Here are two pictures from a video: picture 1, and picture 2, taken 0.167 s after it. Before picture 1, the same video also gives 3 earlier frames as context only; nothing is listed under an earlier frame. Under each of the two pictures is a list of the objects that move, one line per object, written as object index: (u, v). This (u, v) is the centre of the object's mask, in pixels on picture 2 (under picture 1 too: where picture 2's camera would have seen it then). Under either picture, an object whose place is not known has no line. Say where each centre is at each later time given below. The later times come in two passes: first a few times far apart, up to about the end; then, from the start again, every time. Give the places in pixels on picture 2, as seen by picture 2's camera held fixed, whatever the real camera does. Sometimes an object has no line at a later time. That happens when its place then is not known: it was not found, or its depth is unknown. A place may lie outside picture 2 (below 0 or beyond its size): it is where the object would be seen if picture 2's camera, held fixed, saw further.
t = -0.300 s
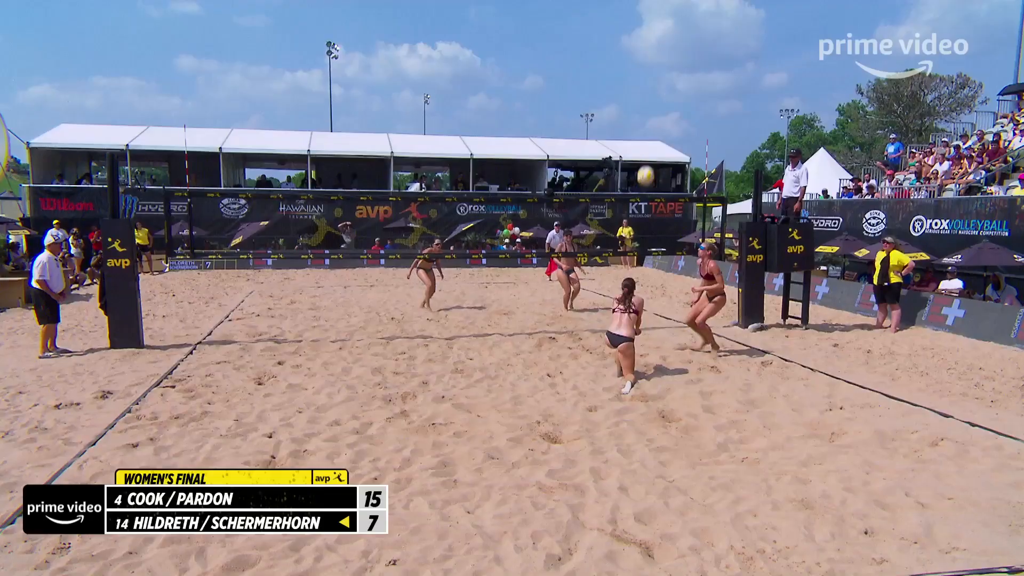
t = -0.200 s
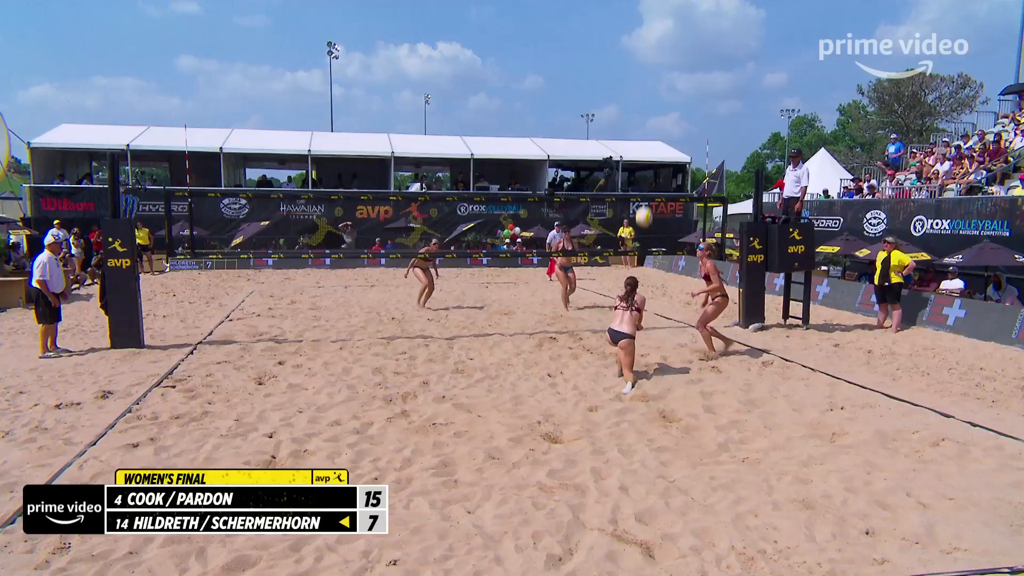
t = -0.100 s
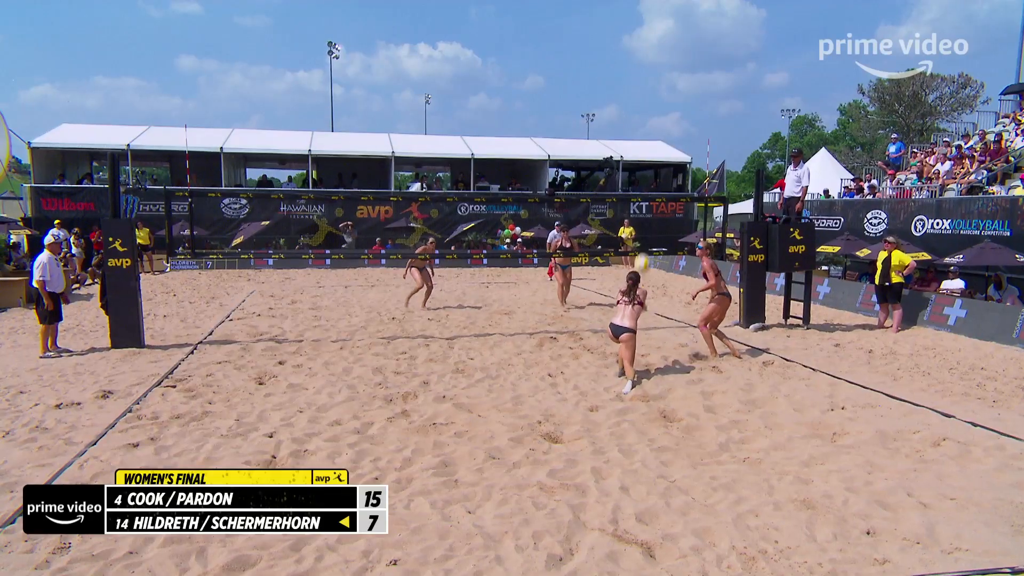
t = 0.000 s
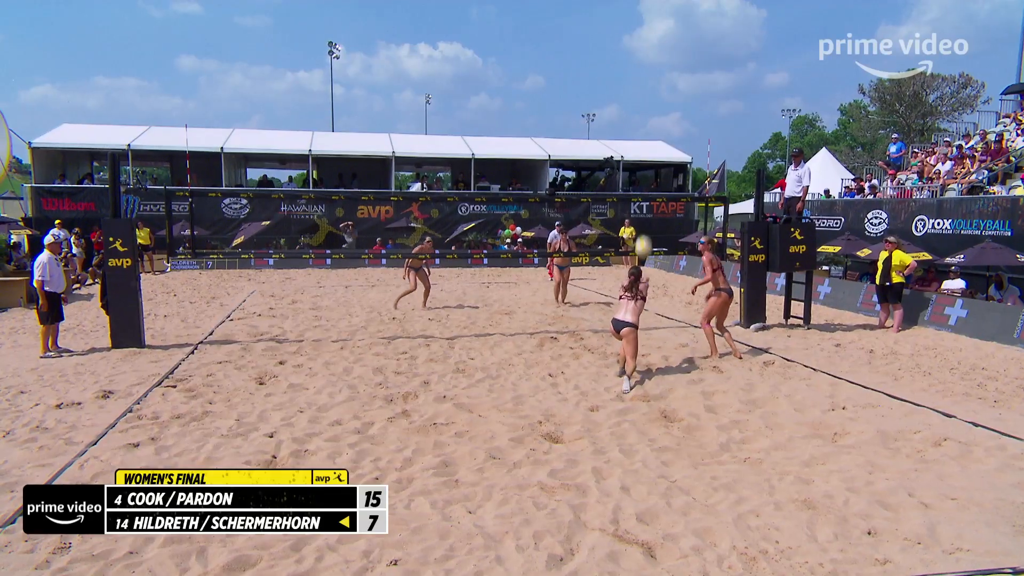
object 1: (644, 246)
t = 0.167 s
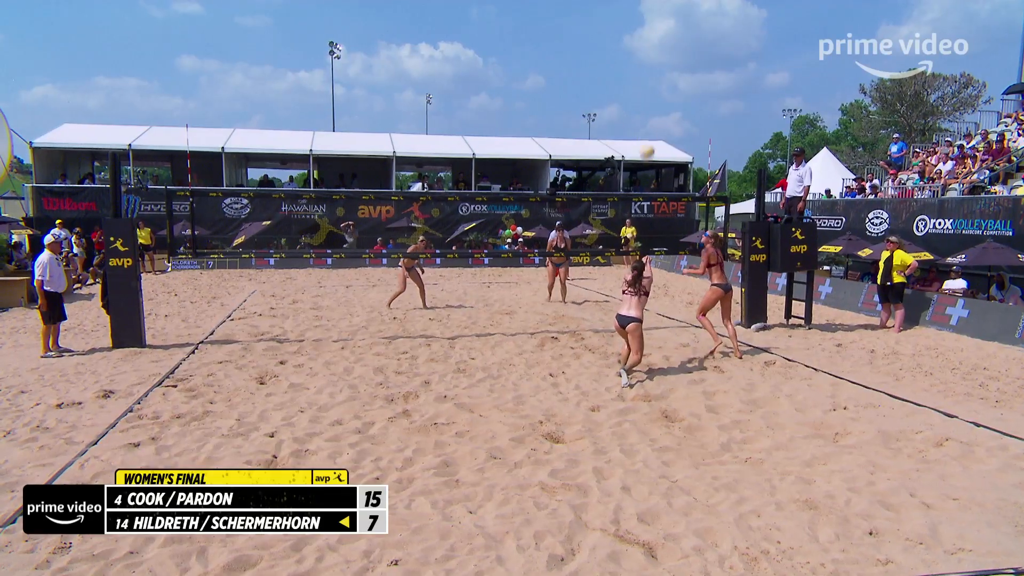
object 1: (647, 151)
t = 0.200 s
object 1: (646, 133)
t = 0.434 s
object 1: (648, 49)
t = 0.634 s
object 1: (648, 12)
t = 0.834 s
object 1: (647, 8)
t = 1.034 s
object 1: (645, 30)
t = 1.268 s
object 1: (641, 87)
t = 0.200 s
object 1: (646, 133)
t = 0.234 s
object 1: (647, 119)
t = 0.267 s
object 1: (647, 104)
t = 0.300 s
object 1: (647, 92)
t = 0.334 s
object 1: (648, 79)
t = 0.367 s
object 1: (647, 68)
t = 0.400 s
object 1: (648, 58)
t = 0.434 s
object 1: (648, 49)
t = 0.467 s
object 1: (648, 40)
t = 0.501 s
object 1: (648, 33)
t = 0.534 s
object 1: (649, 26)
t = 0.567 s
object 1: (649, 21)
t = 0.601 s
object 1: (648, 16)
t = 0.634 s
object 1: (648, 12)
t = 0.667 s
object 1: (648, 9)
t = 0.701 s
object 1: (648, 8)
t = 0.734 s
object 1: (648, 7)
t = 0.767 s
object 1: (647, 7)
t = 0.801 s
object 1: (647, 7)
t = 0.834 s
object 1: (647, 8)
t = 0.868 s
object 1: (646, 10)
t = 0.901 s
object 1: (646, 12)
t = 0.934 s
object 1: (646, 16)
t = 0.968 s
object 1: (645, 20)
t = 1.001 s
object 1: (645, 25)
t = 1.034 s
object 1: (645, 30)
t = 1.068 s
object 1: (644, 36)
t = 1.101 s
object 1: (644, 44)
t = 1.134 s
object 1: (644, 51)
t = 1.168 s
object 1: (643, 59)
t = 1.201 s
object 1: (643, 68)
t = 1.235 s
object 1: (642, 77)
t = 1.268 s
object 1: (641, 87)
